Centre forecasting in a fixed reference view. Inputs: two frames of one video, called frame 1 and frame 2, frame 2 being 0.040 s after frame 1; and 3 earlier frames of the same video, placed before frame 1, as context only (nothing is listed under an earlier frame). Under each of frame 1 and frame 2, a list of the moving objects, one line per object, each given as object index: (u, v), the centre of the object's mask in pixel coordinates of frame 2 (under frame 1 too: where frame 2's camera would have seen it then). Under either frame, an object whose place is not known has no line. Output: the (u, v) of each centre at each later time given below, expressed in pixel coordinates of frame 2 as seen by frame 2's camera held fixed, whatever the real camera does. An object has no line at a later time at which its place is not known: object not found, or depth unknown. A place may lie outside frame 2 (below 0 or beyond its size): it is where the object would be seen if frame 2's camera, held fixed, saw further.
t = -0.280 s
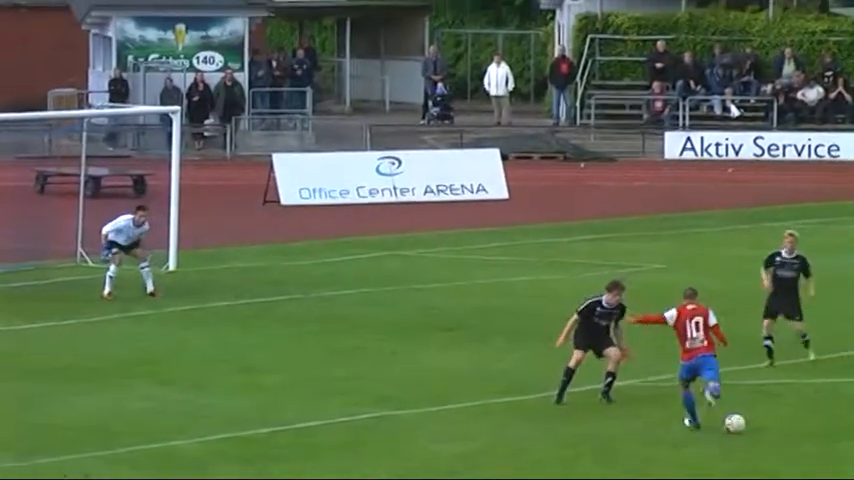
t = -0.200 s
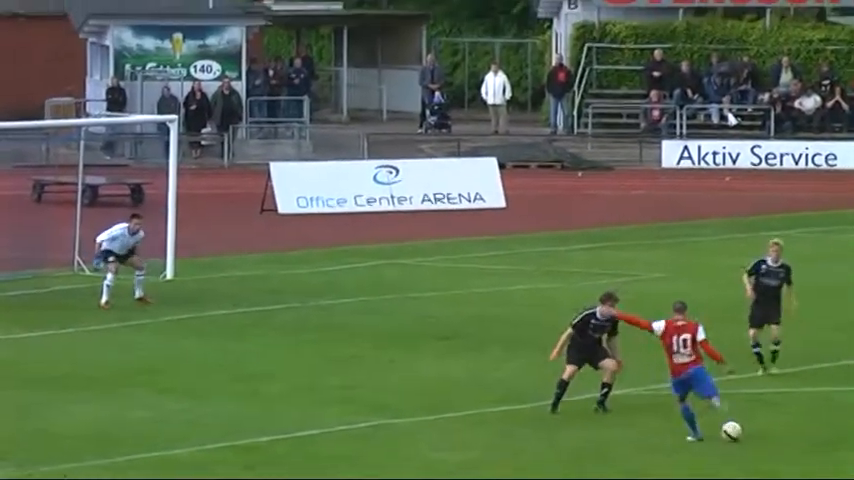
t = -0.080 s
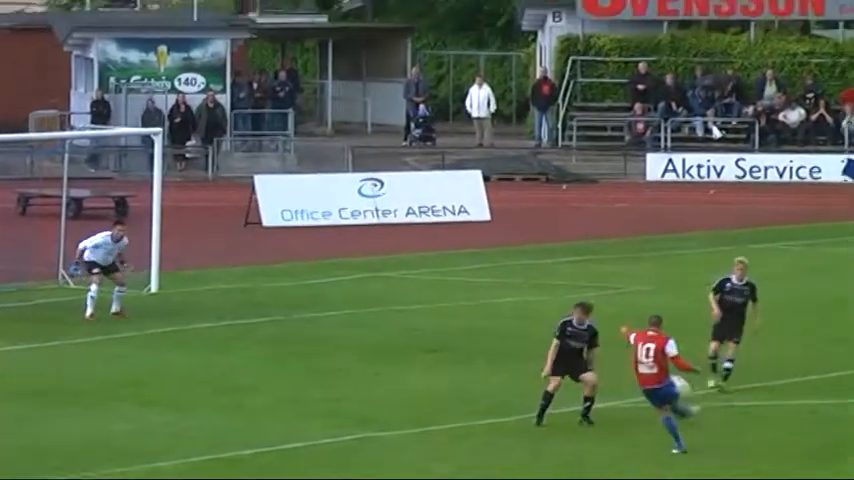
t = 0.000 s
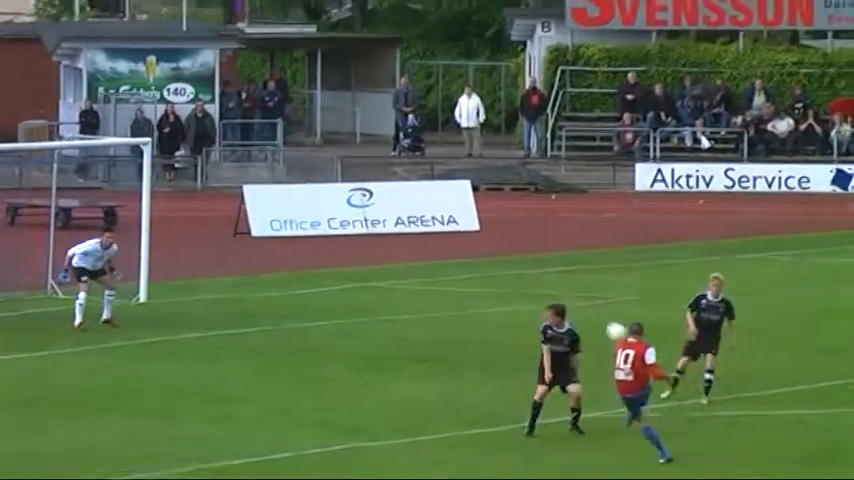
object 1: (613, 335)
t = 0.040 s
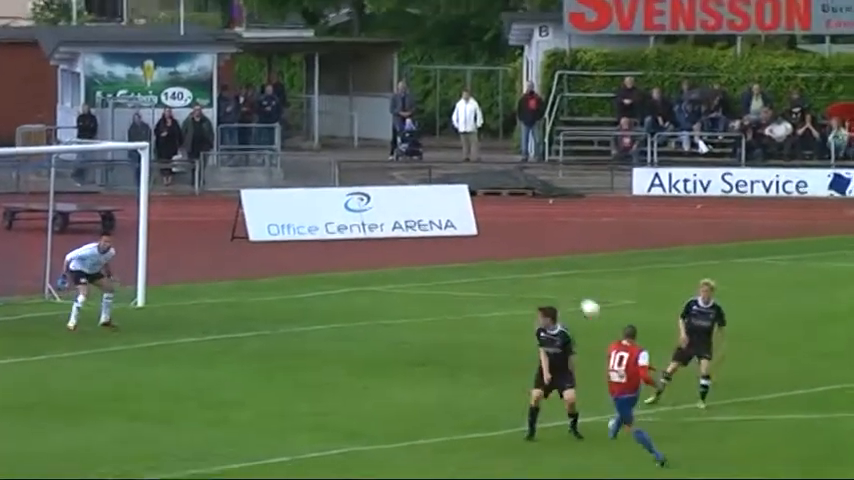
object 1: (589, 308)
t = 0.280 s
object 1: (439, 200)
